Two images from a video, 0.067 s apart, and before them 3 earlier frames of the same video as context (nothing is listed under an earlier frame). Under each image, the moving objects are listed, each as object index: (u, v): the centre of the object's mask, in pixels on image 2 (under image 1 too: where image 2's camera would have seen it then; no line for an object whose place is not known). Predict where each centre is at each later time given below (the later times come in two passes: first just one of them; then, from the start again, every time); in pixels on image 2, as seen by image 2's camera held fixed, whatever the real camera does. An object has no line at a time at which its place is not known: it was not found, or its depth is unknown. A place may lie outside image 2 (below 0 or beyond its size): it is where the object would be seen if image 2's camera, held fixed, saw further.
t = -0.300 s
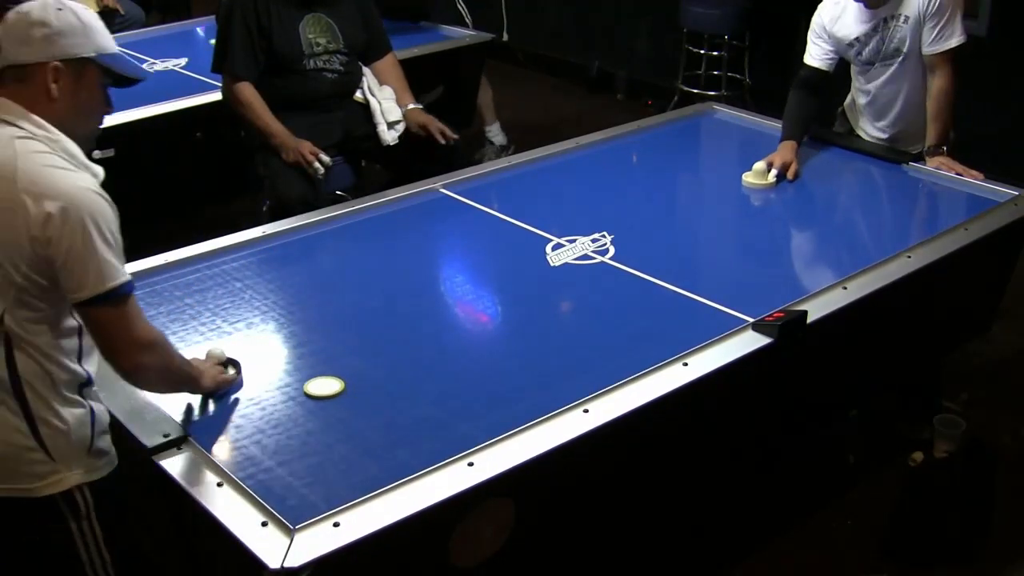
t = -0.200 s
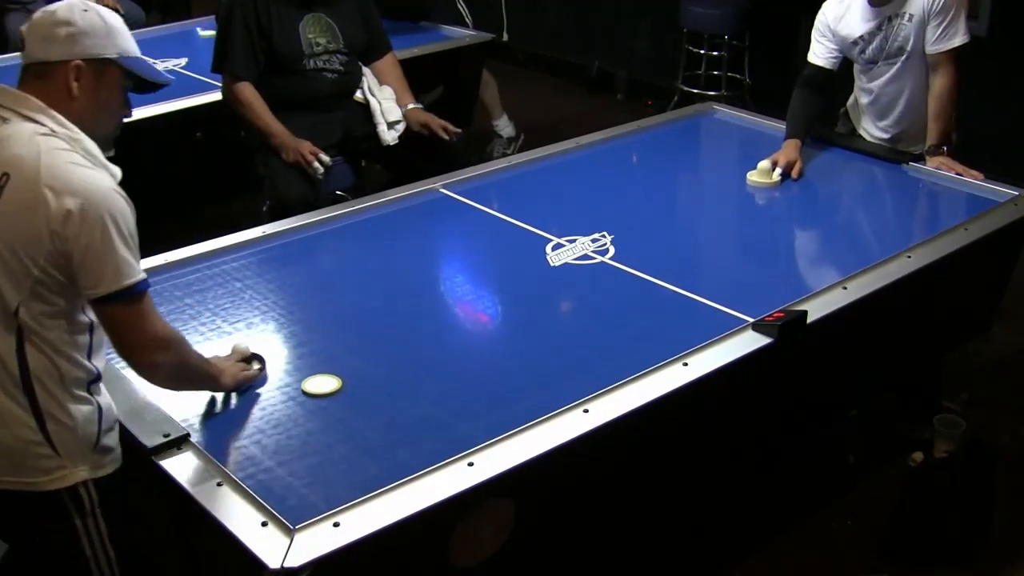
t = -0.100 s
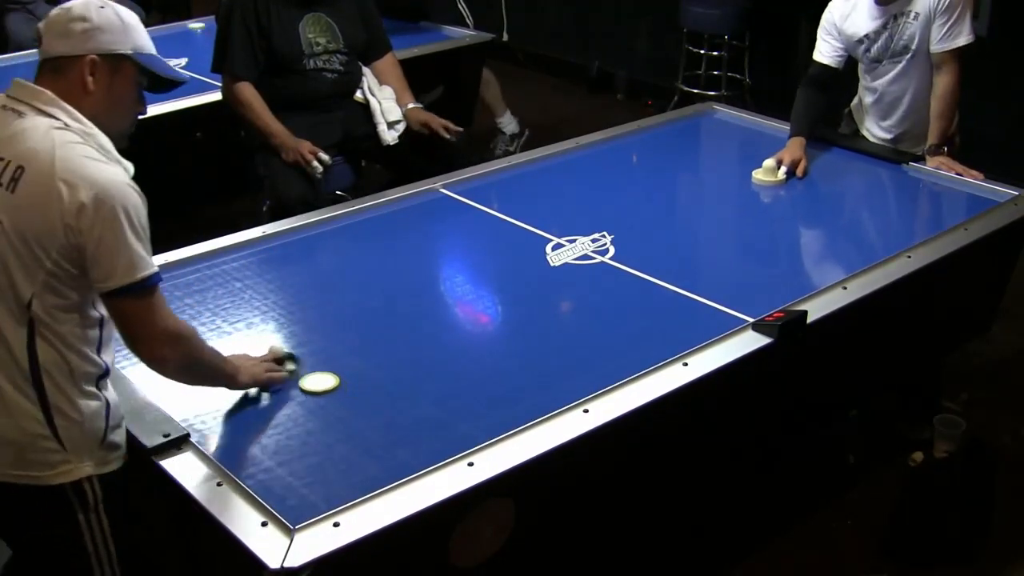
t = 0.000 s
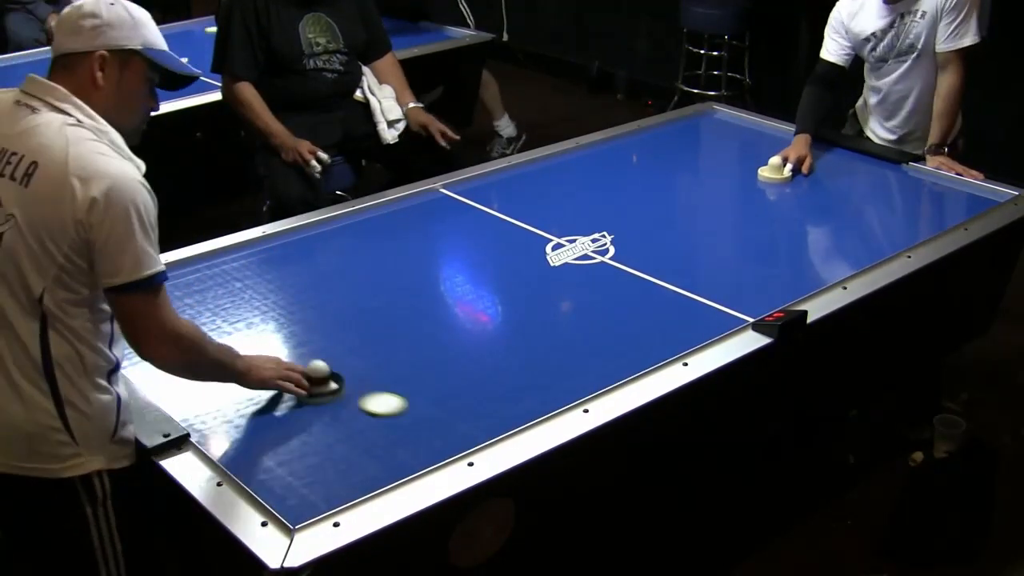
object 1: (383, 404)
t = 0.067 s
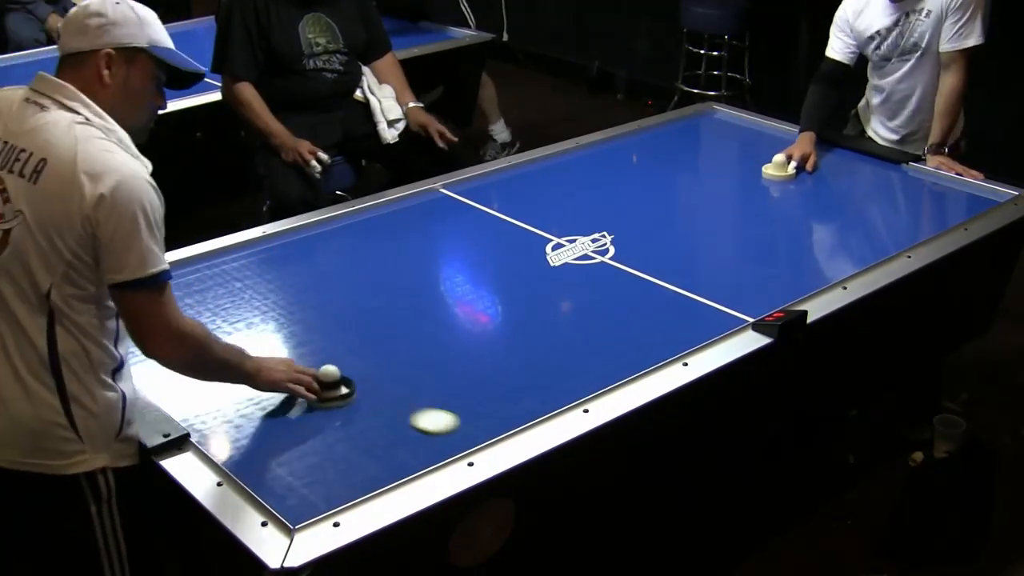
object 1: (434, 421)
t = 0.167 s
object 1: (463, 421)
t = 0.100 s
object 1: (461, 429)
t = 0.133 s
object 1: (476, 431)
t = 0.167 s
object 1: (463, 421)
